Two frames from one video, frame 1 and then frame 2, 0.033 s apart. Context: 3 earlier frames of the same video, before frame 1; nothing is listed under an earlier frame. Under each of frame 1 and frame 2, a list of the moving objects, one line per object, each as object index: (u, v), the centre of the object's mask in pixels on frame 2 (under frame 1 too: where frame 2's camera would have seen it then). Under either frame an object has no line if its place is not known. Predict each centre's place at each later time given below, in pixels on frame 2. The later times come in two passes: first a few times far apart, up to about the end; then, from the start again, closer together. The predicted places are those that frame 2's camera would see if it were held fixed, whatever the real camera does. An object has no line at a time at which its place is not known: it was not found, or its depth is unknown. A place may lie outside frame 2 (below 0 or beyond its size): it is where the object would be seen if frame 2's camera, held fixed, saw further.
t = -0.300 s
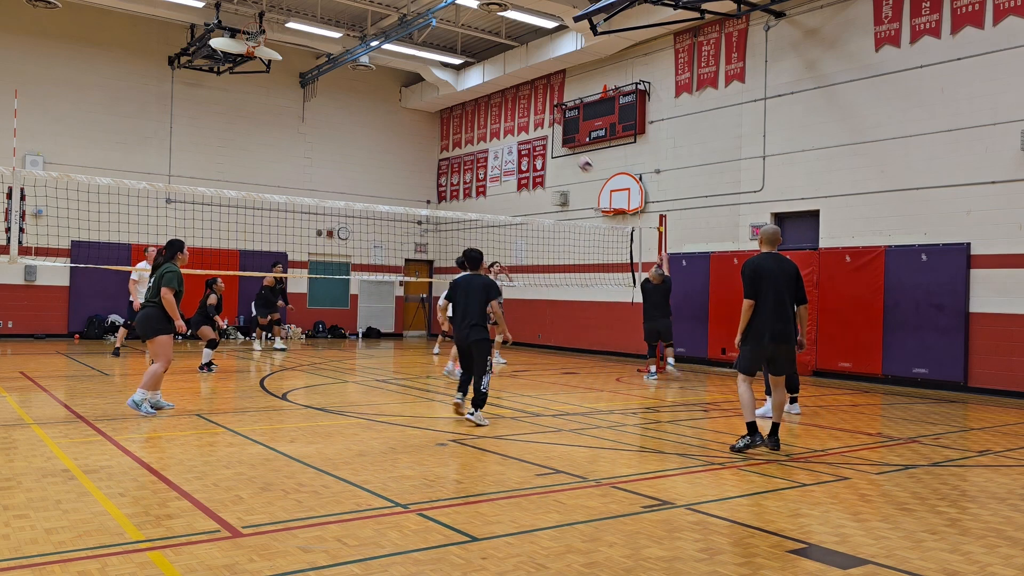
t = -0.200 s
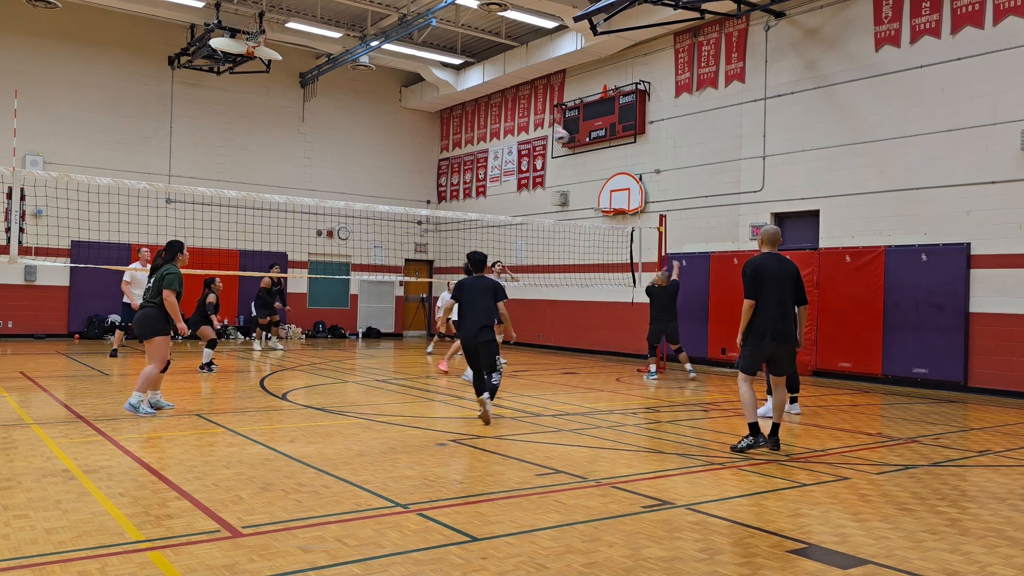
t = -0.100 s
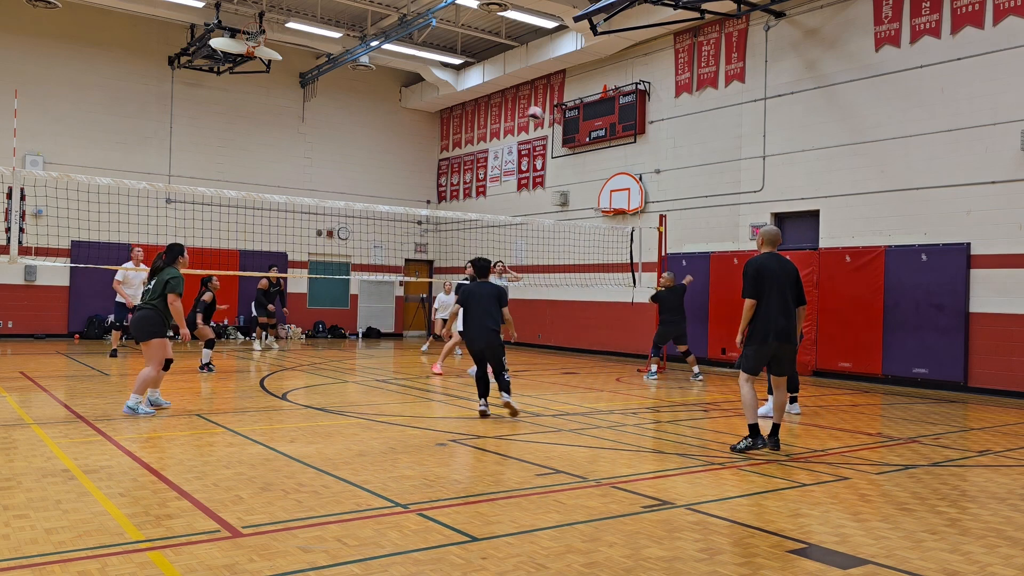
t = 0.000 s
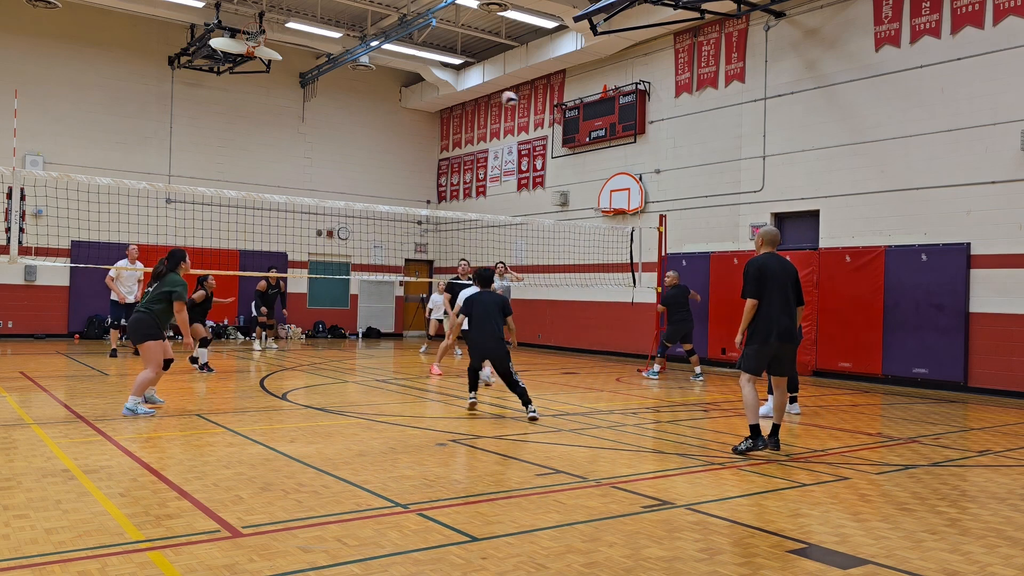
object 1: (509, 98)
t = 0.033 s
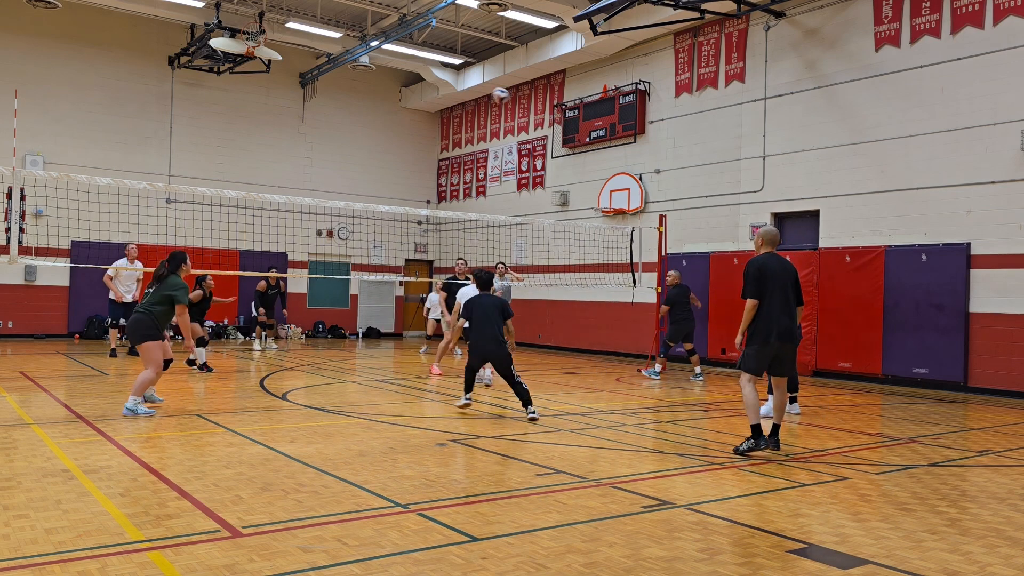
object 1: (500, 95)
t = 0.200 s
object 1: (453, 89)
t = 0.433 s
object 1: (385, 116)
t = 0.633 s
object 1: (321, 177)
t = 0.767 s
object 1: (278, 236)
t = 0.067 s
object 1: (491, 93)
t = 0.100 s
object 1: (483, 90)
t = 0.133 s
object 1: (474, 89)
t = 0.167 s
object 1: (463, 89)
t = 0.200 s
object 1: (453, 89)
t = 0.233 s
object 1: (444, 90)
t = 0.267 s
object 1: (435, 92)
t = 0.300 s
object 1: (425, 95)
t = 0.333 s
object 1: (415, 98)
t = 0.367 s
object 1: (405, 104)
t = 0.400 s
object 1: (395, 110)
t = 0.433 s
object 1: (385, 116)
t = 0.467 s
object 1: (375, 123)
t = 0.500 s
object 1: (364, 132)
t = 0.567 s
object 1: (343, 152)
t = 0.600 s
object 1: (333, 163)
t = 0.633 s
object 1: (321, 177)
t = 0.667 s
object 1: (311, 190)
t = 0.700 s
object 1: (300, 205)
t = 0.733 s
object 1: (290, 220)
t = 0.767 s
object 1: (278, 236)
